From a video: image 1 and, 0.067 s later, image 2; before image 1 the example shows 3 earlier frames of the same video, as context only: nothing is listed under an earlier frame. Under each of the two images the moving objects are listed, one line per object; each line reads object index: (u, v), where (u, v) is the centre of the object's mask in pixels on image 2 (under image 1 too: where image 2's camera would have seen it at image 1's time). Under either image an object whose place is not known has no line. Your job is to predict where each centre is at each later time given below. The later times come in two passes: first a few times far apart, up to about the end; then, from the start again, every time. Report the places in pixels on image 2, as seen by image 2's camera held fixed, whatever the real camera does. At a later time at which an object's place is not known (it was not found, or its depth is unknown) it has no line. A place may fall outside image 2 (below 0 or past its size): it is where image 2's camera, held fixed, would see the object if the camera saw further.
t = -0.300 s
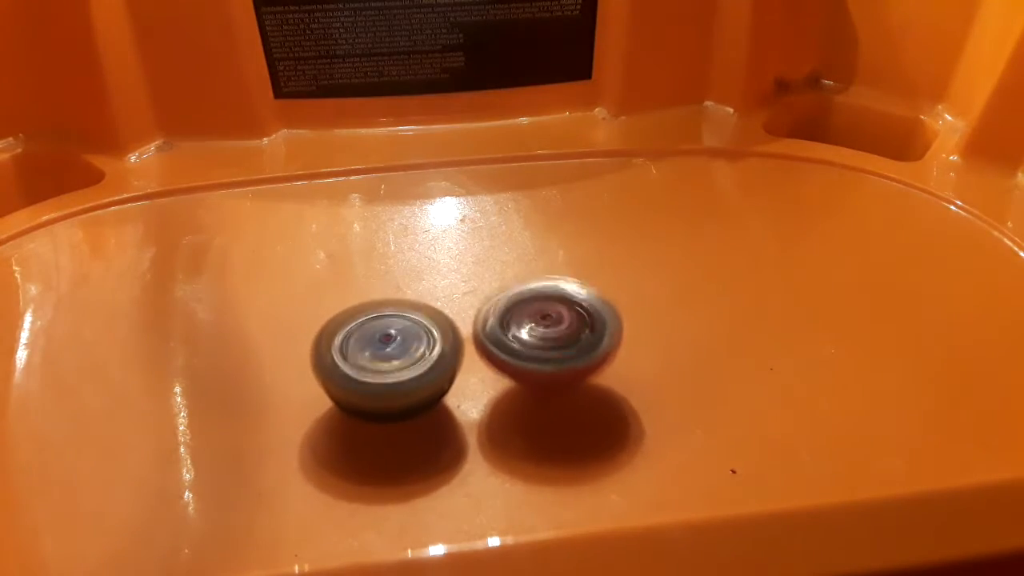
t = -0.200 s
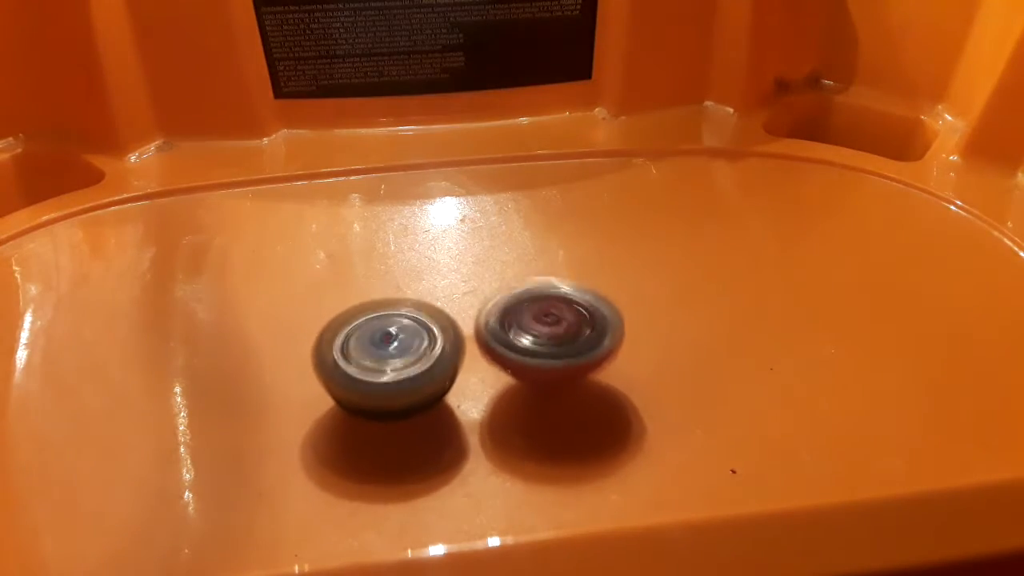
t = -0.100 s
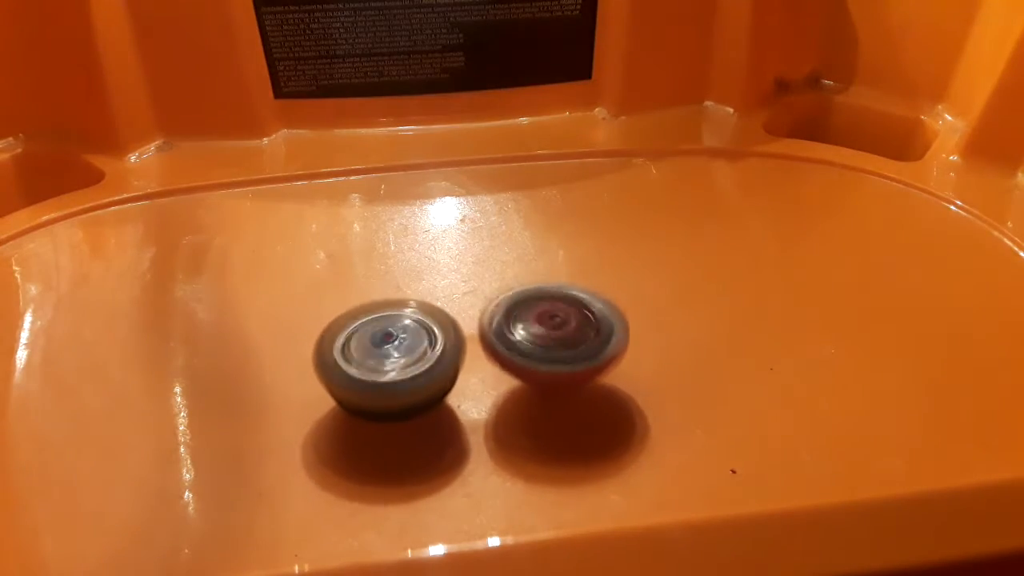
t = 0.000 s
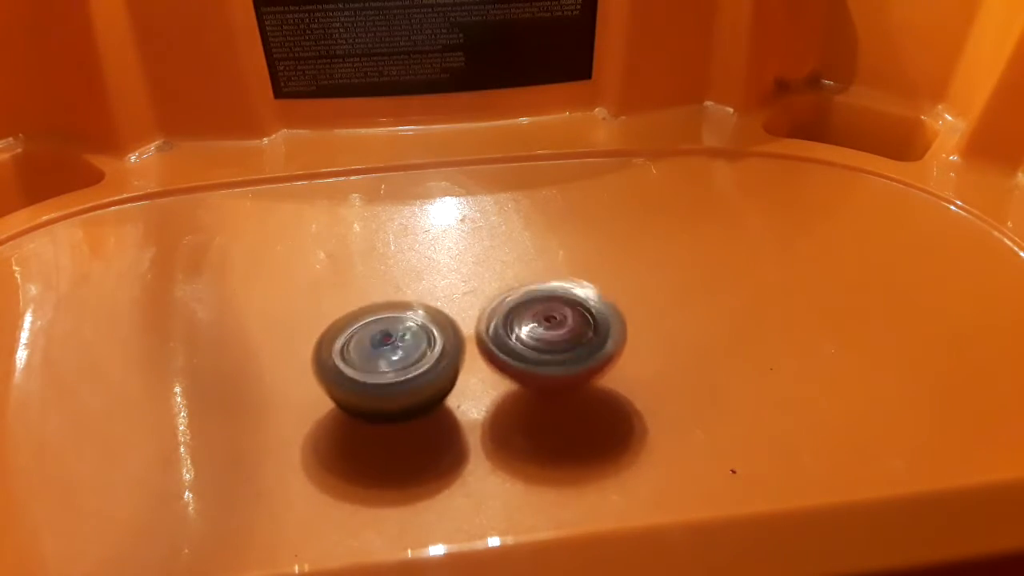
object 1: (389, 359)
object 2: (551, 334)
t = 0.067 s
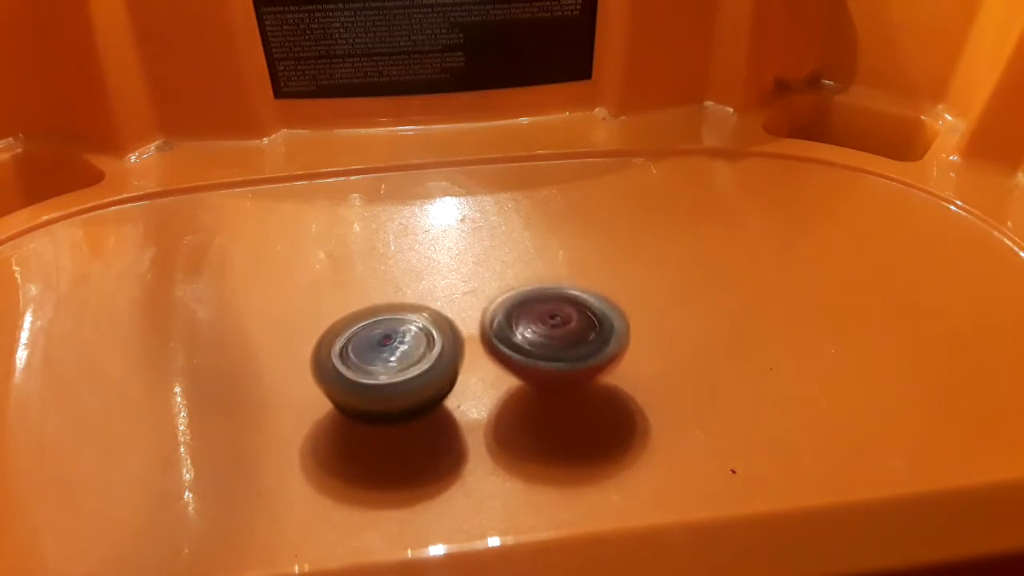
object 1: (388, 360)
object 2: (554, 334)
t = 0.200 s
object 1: (390, 365)
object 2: (557, 336)
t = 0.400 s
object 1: (397, 370)
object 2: (557, 337)
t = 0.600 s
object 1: (407, 371)
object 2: (560, 337)
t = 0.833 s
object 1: (409, 368)
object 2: (569, 330)
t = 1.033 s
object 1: (409, 363)
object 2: (568, 324)
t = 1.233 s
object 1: (410, 359)
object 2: (560, 325)
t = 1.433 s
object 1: (410, 360)
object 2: (562, 330)
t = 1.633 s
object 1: (402, 363)
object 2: (573, 329)
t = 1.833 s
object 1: (399, 364)
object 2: (575, 324)
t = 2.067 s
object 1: (398, 361)
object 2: (569, 324)
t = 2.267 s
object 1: (397, 357)
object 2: (571, 331)
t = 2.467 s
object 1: (399, 358)
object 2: (582, 333)
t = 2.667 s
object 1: (395, 362)
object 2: (588, 330)
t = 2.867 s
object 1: (397, 367)
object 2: (586, 328)
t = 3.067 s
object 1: (405, 369)
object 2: (586, 333)
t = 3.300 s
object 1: (409, 365)
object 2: (588, 339)
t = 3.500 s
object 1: (409, 364)
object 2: (586, 344)
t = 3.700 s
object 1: (405, 367)
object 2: (586, 344)
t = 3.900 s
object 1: (411, 371)
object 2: (584, 349)
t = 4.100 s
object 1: (420, 371)
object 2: (578, 353)
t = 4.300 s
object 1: (415, 363)
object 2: (580, 345)
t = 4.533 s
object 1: (409, 356)
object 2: (563, 336)
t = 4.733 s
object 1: (403, 350)
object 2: (556, 325)
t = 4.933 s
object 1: (402, 346)
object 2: (556, 325)
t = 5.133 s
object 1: (404, 348)
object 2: (559, 329)
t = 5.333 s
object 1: (402, 351)
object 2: (563, 330)
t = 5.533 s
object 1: (395, 352)
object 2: (568, 333)
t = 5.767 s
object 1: (388, 351)
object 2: (579, 332)
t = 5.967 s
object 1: (385, 348)
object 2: (585, 334)
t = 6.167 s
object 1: (384, 346)
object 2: (586, 334)
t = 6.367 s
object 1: (381, 347)
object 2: (589, 336)
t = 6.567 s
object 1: (376, 349)
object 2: (589, 340)
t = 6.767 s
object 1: (375, 351)
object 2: (591, 342)
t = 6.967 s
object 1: (377, 352)
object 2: (580, 344)
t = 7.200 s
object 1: (377, 353)
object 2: (577, 348)
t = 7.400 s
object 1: (378, 356)
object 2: (579, 350)
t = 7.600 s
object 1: (384, 360)
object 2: (572, 353)
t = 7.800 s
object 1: (392, 363)
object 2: (572, 358)
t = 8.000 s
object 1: (392, 364)
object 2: (561, 366)
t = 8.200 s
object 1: (388, 361)
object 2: (581, 357)
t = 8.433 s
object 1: (385, 362)
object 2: (560, 330)
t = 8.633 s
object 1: (377, 363)
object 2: (518, 320)
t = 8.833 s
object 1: (385, 360)
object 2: (519, 315)
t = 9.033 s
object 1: (389, 364)
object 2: (541, 293)
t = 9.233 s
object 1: (378, 364)
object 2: (523, 292)
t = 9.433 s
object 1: (377, 363)
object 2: (503, 308)
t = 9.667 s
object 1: (340, 362)
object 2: (606, 320)
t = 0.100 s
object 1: (388, 362)
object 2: (553, 333)
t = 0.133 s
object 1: (388, 362)
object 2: (552, 334)
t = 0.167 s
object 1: (389, 363)
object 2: (555, 336)
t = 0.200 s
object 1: (390, 365)
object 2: (557, 336)
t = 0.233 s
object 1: (391, 366)
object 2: (556, 335)
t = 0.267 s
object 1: (392, 367)
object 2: (554, 334)
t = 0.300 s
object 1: (393, 368)
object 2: (555, 335)
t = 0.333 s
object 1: (395, 369)
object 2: (557, 338)
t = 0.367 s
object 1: (396, 369)
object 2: (558, 336)
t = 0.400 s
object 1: (397, 370)
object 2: (557, 337)
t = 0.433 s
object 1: (399, 371)
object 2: (555, 336)
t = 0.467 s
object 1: (400, 371)
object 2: (558, 338)
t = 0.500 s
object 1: (402, 371)
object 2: (559, 338)
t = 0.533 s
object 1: (404, 371)
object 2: (559, 337)
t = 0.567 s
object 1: (405, 372)
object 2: (558, 336)
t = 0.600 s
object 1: (407, 371)
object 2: (560, 337)
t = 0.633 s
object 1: (409, 371)
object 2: (560, 338)
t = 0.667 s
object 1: (410, 371)
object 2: (561, 337)
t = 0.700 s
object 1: (408, 370)
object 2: (564, 336)
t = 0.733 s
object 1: (407, 368)
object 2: (565, 333)
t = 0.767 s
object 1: (410, 369)
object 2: (563, 332)
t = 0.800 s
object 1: (409, 368)
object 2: (565, 331)
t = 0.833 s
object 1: (409, 368)
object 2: (569, 330)
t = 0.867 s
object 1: (410, 367)
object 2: (569, 327)
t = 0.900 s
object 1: (410, 366)
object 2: (567, 327)
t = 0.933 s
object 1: (410, 366)
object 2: (569, 327)
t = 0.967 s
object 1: (410, 365)
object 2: (572, 326)
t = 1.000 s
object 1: (409, 363)
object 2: (570, 324)
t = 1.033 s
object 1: (409, 363)
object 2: (568, 324)
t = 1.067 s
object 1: (409, 362)
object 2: (565, 324)
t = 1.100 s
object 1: (409, 361)
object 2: (567, 323)
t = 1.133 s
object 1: (409, 360)
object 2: (565, 322)
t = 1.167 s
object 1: (410, 359)
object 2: (563, 322)
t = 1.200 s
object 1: (410, 359)
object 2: (560, 324)
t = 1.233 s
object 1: (410, 359)
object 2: (560, 325)
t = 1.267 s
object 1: (411, 359)
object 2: (560, 325)
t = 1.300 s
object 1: (412, 358)
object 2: (559, 325)
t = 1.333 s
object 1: (412, 358)
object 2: (559, 327)
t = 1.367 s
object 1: (412, 358)
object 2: (561, 328)
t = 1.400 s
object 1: (413, 358)
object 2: (560, 329)
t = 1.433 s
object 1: (410, 360)
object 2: (562, 330)
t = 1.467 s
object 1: (408, 361)
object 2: (564, 330)
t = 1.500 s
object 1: (408, 361)
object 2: (564, 330)
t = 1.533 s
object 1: (406, 361)
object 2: (566, 330)
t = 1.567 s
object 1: (404, 362)
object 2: (570, 330)
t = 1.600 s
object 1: (403, 362)
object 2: (572, 329)
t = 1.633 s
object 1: (402, 363)
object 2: (573, 329)
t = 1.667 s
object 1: (400, 363)
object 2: (572, 327)
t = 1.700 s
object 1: (399, 363)
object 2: (573, 327)
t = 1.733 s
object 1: (399, 364)
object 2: (576, 326)
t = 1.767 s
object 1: (399, 364)
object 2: (576, 325)
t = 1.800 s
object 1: (399, 364)
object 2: (575, 324)
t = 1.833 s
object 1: (399, 364)
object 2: (575, 324)
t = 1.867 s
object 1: (400, 364)
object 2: (575, 324)
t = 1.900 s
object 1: (400, 364)
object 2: (574, 322)
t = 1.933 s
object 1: (400, 364)
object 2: (572, 322)
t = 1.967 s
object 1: (399, 363)
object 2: (572, 322)
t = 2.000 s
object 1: (399, 362)
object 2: (570, 323)
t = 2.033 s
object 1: (399, 361)
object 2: (571, 323)
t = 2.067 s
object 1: (398, 361)
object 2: (569, 324)
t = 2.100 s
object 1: (398, 360)
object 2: (569, 325)
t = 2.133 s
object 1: (397, 359)
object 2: (568, 325)
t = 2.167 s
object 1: (397, 359)
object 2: (570, 327)
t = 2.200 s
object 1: (397, 358)
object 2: (570, 328)
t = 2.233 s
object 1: (397, 357)
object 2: (571, 330)
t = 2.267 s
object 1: (397, 357)
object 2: (571, 331)
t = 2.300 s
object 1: (397, 357)
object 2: (573, 333)
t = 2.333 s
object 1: (398, 357)
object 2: (575, 333)
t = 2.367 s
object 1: (398, 357)
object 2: (576, 333)
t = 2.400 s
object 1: (399, 357)
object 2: (577, 333)
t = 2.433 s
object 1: (399, 357)
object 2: (580, 334)
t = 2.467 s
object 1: (399, 358)
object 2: (582, 333)
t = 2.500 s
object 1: (399, 358)
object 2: (584, 333)
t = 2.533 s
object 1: (398, 359)
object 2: (584, 331)
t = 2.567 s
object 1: (398, 360)
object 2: (584, 332)
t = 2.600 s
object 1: (397, 360)
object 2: (586, 332)
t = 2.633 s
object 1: (396, 361)
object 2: (587, 331)
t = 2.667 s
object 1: (395, 362)
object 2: (588, 330)
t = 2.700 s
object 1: (395, 362)
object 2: (588, 329)
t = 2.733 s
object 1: (394, 364)
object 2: (588, 329)
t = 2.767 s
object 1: (394, 364)
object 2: (587, 329)
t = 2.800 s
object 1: (395, 365)
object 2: (587, 329)
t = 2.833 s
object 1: (396, 366)
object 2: (586, 329)
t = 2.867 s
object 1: (397, 367)
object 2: (586, 328)
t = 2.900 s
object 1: (398, 367)
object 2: (585, 329)
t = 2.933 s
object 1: (399, 368)
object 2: (585, 330)
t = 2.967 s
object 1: (400, 369)
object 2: (585, 330)
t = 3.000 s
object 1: (402, 369)
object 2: (585, 331)
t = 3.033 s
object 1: (404, 369)
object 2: (585, 332)
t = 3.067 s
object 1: (405, 369)
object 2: (586, 333)
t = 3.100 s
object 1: (407, 369)
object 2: (586, 334)
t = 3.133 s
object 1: (409, 368)
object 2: (587, 336)
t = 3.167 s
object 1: (410, 368)
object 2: (588, 337)
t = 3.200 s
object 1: (409, 367)
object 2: (590, 338)
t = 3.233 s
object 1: (410, 366)
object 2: (591, 338)
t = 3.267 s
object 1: (410, 366)
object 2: (589, 338)
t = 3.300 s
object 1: (409, 365)
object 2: (588, 339)
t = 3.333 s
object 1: (410, 364)
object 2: (586, 339)
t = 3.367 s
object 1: (410, 364)
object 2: (587, 340)
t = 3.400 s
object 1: (409, 364)
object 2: (586, 341)
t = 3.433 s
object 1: (410, 363)
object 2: (586, 342)
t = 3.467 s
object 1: (409, 364)
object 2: (585, 343)
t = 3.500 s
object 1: (409, 364)
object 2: (586, 344)
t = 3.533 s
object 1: (409, 364)
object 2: (585, 343)
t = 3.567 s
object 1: (408, 365)
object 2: (586, 343)
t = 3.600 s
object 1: (408, 365)
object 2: (586, 343)
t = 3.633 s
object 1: (407, 365)
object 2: (585, 343)
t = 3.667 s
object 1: (407, 367)
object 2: (586, 343)
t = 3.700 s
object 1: (405, 367)
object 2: (586, 344)
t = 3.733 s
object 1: (405, 368)
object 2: (587, 344)
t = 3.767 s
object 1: (407, 369)
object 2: (587, 345)
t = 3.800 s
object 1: (407, 369)
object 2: (587, 346)
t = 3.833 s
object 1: (408, 370)
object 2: (586, 346)
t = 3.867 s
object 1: (411, 371)
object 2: (585, 347)
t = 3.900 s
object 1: (411, 371)
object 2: (584, 349)
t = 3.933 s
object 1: (412, 372)
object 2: (583, 351)
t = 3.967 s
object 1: (414, 371)
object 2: (582, 351)
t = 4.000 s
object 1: (415, 371)
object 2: (581, 351)
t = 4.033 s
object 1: (417, 371)
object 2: (581, 352)
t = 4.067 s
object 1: (419, 371)
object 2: (577, 351)
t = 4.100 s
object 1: (420, 371)
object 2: (578, 353)
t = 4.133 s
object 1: (419, 369)
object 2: (581, 351)
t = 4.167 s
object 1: (419, 367)
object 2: (582, 351)
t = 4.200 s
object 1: (421, 367)
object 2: (579, 349)
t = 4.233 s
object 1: (417, 366)
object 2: (576, 349)
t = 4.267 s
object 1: (413, 364)
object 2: (578, 347)
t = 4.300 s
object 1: (415, 363)
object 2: (580, 345)
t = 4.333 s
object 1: (415, 362)
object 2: (574, 343)
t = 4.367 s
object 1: (412, 362)
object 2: (568, 342)
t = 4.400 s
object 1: (409, 360)
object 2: (571, 340)
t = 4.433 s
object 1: (410, 359)
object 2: (571, 336)
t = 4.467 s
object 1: (410, 358)
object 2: (567, 334)
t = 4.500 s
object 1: (409, 357)
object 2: (563, 336)
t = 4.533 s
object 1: (409, 356)
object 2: (563, 336)
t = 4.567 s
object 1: (410, 354)
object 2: (563, 333)
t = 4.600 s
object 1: (409, 354)
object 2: (561, 330)
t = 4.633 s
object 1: (405, 352)
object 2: (562, 328)
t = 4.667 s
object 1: (402, 350)
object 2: (566, 325)
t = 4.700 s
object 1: (403, 349)
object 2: (561, 322)
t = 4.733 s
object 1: (403, 350)
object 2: (556, 325)
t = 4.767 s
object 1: (401, 349)
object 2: (554, 327)
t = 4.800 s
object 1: (402, 347)
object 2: (561, 326)
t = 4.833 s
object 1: (403, 347)
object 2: (567, 325)
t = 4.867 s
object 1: (402, 348)
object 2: (566, 324)
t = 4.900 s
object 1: (401, 347)
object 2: (559, 322)
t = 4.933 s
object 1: (402, 346)
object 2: (556, 325)
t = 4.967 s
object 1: (403, 346)
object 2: (560, 329)
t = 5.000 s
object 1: (402, 347)
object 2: (568, 328)
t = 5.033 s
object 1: (403, 346)
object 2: (570, 323)
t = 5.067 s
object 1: (404, 347)
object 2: (566, 323)
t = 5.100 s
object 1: (404, 348)
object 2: (558, 323)
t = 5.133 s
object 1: (404, 348)
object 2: (559, 329)
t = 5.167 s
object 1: (404, 348)
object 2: (569, 329)
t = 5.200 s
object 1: (404, 349)
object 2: (574, 328)
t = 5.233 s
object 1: (403, 350)
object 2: (571, 325)
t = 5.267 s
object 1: (403, 350)
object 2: (564, 325)
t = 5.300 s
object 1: (402, 350)
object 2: (560, 328)
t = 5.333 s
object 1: (402, 351)
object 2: (563, 330)
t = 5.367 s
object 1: (401, 351)
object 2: (571, 331)
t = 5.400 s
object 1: (399, 352)
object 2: (574, 329)
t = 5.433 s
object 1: (399, 352)
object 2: (570, 327)
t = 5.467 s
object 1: (398, 352)
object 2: (564, 327)
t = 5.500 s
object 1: (397, 353)
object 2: (562, 330)
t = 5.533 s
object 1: (395, 352)
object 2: (568, 333)
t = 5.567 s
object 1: (394, 352)
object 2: (576, 331)
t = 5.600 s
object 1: (394, 352)
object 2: (578, 329)
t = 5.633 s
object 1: (392, 353)
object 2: (573, 328)
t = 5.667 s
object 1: (391, 352)
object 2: (565, 327)
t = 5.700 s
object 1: (390, 352)
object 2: (566, 332)
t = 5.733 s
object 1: (389, 351)
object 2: (572, 334)
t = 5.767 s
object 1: (388, 351)
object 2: (579, 332)
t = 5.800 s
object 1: (387, 350)
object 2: (580, 328)
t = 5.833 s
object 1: (386, 350)
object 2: (575, 327)
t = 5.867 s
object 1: (386, 349)
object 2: (568, 328)
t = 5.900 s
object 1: (385, 348)
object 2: (567, 332)
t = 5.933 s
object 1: (385, 348)
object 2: (576, 335)
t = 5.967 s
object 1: (385, 348)
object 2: (585, 334)
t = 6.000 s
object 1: (384, 347)
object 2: (584, 331)
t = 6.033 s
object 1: (385, 347)
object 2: (578, 328)
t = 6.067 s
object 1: (384, 347)
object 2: (572, 330)
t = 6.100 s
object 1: (384, 347)
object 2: (570, 334)
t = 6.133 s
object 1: (384, 346)
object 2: (578, 336)
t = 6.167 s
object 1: (384, 346)
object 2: (586, 334)
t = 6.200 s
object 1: (384, 346)
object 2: (587, 332)
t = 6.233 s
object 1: (383, 346)
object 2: (580, 330)
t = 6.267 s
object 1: (383, 346)
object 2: (574, 332)
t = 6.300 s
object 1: (383, 347)
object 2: (572, 336)
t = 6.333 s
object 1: (382, 347)
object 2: (579, 338)
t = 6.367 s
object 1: (381, 347)
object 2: (589, 336)
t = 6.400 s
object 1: (381, 348)
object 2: (590, 332)
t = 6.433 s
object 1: (380, 348)
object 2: (585, 331)
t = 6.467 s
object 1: (379, 348)
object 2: (575, 331)
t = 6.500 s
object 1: (378, 348)
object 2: (573, 335)
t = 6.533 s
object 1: (377, 349)
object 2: (578, 339)
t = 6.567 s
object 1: (376, 349)
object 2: (589, 340)
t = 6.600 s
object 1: (375, 349)
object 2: (593, 336)
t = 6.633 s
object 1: (374, 349)
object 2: (588, 332)
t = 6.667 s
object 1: (373, 349)
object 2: (583, 334)
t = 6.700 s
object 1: (374, 350)
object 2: (578, 335)
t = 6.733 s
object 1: (374, 350)
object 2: (581, 339)
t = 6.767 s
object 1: (375, 351)
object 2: (591, 342)
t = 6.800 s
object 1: (375, 351)
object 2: (597, 340)
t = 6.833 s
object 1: (376, 352)
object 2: (596, 337)
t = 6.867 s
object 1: (377, 352)
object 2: (590, 336)
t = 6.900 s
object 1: (377, 353)
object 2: (582, 336)
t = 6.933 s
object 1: (377, 352)
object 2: (577, 339)
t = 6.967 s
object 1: (377, 352)
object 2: (580, 344)
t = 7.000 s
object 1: (378, 352)
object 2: (590, 346)
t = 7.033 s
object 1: (377, 352)
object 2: (599, 344)
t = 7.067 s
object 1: (377, 352)
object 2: (599, 340)
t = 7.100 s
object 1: (378, 352)
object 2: (592, 337)
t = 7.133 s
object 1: (378, 352)
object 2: (584, 337)
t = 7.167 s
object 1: (377, 353)
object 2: (576, 341)
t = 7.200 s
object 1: (377, 353)
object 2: (577, 348)
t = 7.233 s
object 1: (377, 353)
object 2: (586, 350)
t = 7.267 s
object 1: (377, 354)
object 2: (596, 350)
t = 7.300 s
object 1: (376, 354)
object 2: (597, 346)
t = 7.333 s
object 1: (376, 354)
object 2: (591, 344)
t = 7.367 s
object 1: (378, 355)
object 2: (583, 345)
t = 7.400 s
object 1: (378, 356)
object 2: (579, 350)
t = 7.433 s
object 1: (379, 357)
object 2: (583, 354)
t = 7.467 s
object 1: (379, 357)
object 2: (589, 356)
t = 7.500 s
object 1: (381, 359)
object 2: (591, 354)
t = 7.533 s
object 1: (382, 359)
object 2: (588, 352)
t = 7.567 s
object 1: (383, 360)
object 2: (580, 351)
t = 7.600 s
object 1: (384, 360)
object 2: (572, 353)
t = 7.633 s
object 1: (386, 361)
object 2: (567, 358)
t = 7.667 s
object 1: (387, 361)
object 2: (569, 363)
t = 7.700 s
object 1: (388, 362)
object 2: (576, 365)
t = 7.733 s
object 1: (389, 362)
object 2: (582, 363)
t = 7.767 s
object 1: (390, 363)
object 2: (579, 360)
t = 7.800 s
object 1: (392, 363)
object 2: (572, 358)
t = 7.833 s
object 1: (391, 363)
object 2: (561, 358)
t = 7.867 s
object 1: (391, 363)
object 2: (556, 365)
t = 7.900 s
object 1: (391, 363)
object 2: (559, 371)
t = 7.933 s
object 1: (393, 364)
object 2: (565, 371)
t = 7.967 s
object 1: (392, 364)
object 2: (565, 370)
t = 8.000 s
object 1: (392, 364)
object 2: (561, 366)
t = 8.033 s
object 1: (393, 364)
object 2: (555, 364)
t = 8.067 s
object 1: (389, 363)
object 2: (556, 365)
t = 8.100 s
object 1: (381, 362)
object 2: (569, 367)
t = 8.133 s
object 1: (381, 360)
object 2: (572, 364)
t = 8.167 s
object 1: (385, 358)
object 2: (578, 359)
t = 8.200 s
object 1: (388, 361)
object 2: (581, 357)
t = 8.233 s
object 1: (387, 362)
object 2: (579, 355)
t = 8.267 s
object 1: (385, 360)
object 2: (578, 350)
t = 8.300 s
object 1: (387, 359)
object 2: (577, 344)
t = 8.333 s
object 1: (390, 360)
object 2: (571, 344)
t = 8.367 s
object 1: (392, 362)
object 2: (568, 339)
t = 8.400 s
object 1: (388, 363)
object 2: (567, 333)
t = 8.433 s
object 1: (385, 362)
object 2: (560, 330)
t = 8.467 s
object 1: (384, 361)
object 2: (553, 328)
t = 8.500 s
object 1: (386, 360)
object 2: (547, 324)
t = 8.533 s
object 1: (386, 361)
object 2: (537, 323)
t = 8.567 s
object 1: (384, 363)
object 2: (531, 326)
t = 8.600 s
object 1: (382, 363)
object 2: (524, 324)
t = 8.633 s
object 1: (377, 363)
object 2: (518, 320)
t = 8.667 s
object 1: (376, 362)
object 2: (516, 320)
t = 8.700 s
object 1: (376, 361)
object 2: (520, 319)
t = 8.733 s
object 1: (379, 359)
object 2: (524, 317)
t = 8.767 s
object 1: (383, 358)
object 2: (525, 317)
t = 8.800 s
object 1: (385, 359)
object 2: (522, 316)
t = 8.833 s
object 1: (385, 360)
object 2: (519, 315)
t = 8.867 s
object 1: (383, 360)
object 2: (522, 313)
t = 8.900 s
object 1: (384, 359)
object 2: (530, 310)
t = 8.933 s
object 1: (387, 360)
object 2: (533, 308)
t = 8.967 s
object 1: (390, 361)
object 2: (533, 304)
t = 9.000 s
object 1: (391, 363)
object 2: (537, 298)
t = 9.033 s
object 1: (389, 364)
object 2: (541, 293)
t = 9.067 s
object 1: (389, 364)
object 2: (538, 291)
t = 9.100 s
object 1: (388, 364)
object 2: (530, 289)
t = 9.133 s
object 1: (387, 365)
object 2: (526, 288)
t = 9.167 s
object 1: (382, 365)
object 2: (523, 287)
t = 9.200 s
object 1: (380, 365)
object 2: (522, 290)
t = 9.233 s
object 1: (378, 364)
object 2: (523, 292)
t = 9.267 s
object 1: (379, 363)
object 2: (520, 291)
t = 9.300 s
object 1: (378, 365)
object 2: (512, 290)
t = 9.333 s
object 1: (377, 364)
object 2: (509, 296)
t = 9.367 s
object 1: (377, 365)
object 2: (509, 300)
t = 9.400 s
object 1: (379, 363)
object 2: (506, 304)
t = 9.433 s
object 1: (377, 363)
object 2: (503, 308)
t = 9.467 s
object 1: (374, 361)
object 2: (509, 318)
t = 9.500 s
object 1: (368, 360)
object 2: (520, 321)
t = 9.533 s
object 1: (360, 360)
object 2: (535, 323)
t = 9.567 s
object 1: (354, 359)
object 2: (555, 323)
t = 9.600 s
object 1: (349, 362)
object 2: (574, 323)
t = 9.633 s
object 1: (344, 363)
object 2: (590, 322)
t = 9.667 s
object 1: (340, 362)
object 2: (606, 320)
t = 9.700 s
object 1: (338, 363)
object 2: (615, 316)
